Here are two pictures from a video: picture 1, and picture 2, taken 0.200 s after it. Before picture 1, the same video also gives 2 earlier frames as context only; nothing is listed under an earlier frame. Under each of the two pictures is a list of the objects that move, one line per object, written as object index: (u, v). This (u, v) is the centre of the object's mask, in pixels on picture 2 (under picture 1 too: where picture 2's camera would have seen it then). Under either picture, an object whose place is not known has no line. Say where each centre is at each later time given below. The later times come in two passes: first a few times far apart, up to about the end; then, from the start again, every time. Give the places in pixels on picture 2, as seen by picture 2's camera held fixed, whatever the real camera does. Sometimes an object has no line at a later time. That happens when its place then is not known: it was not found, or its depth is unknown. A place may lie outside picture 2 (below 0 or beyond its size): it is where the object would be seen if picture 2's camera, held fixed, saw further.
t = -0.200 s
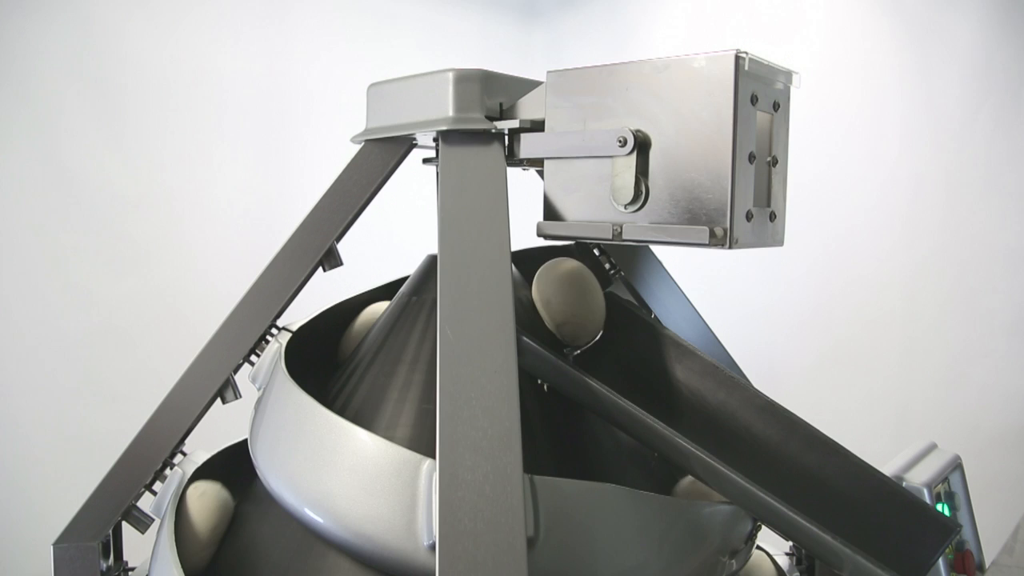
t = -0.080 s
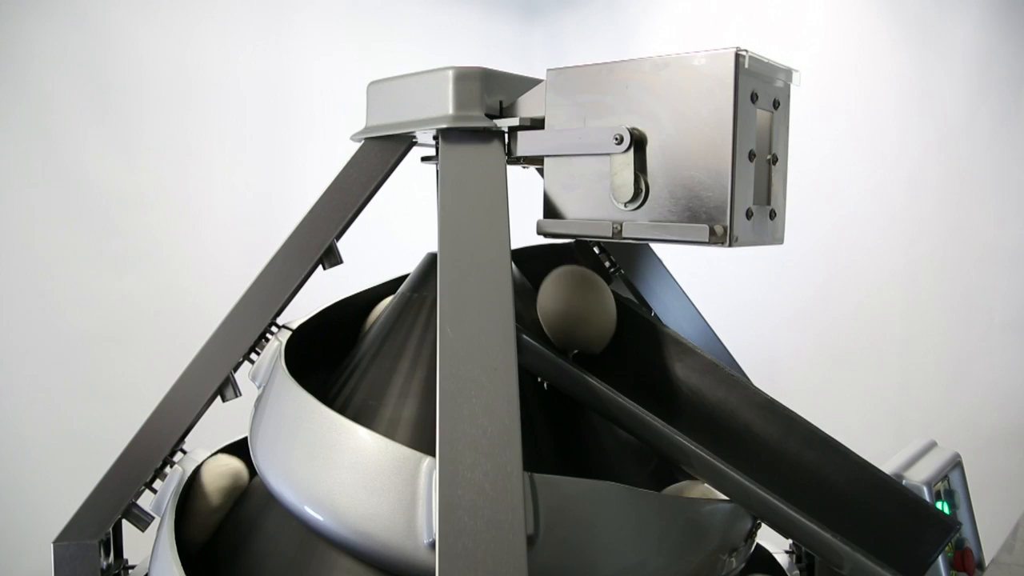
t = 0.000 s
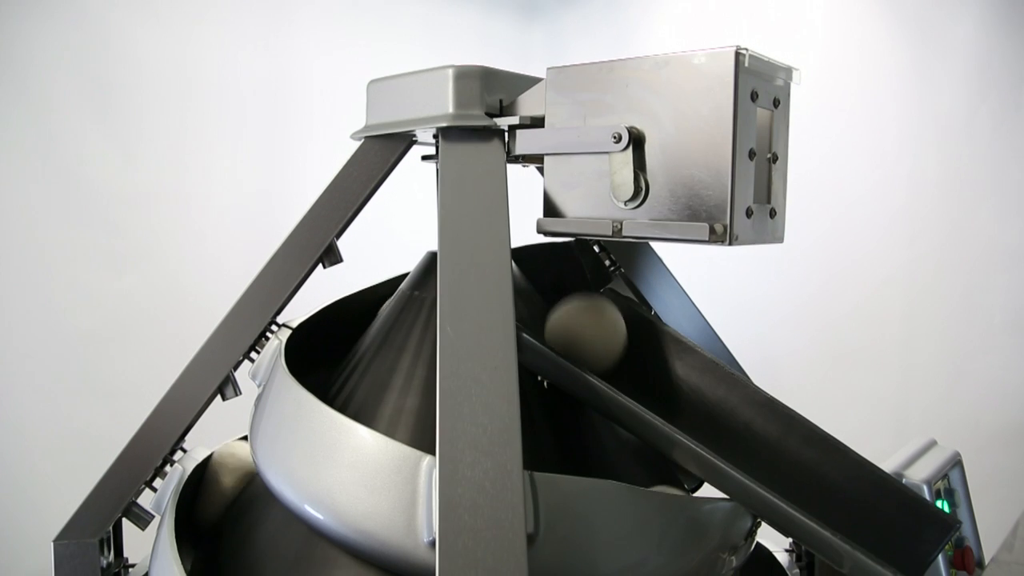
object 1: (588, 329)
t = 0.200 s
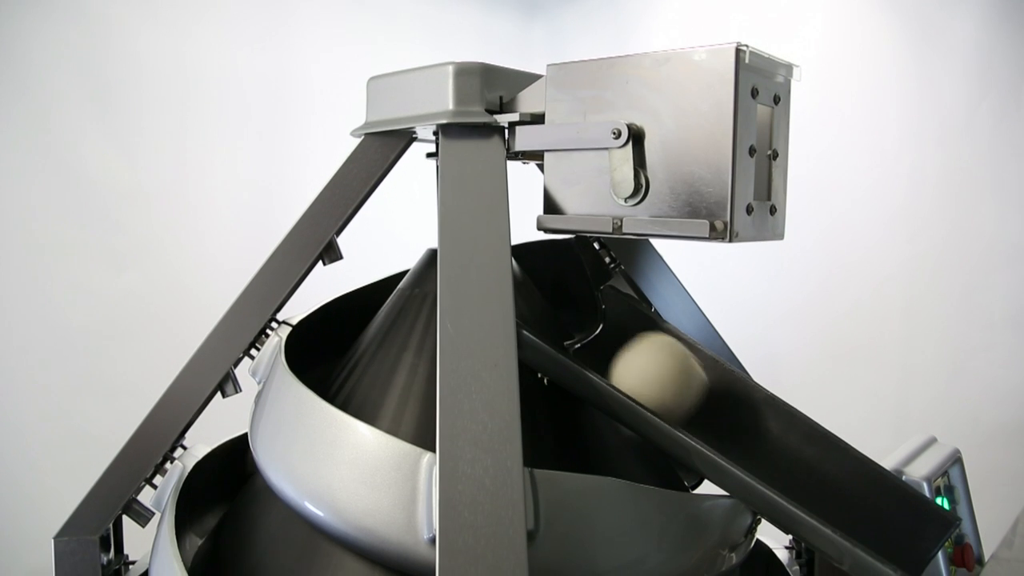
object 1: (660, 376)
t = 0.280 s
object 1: (707, 413)
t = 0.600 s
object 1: (967, 561)
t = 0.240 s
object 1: (683, 393)
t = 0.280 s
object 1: (707, 413)
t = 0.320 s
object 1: (735, 428)
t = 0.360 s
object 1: (763, 439)
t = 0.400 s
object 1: (796, 457)
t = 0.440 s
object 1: (830, 481)
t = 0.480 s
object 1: (864, 505)
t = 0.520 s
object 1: (897, 523)
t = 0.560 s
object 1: (941, 543)
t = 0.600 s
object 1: (967, 561)
